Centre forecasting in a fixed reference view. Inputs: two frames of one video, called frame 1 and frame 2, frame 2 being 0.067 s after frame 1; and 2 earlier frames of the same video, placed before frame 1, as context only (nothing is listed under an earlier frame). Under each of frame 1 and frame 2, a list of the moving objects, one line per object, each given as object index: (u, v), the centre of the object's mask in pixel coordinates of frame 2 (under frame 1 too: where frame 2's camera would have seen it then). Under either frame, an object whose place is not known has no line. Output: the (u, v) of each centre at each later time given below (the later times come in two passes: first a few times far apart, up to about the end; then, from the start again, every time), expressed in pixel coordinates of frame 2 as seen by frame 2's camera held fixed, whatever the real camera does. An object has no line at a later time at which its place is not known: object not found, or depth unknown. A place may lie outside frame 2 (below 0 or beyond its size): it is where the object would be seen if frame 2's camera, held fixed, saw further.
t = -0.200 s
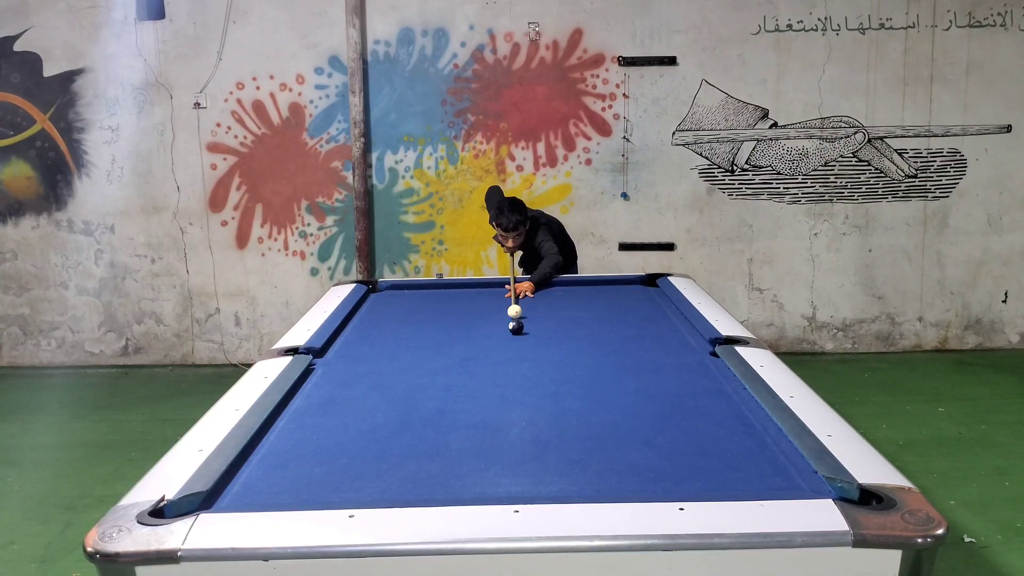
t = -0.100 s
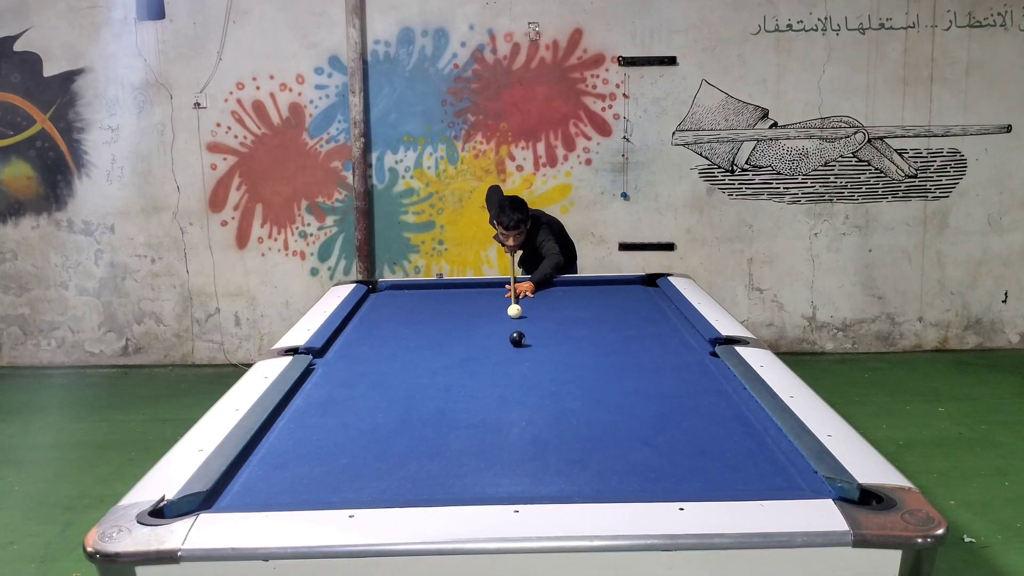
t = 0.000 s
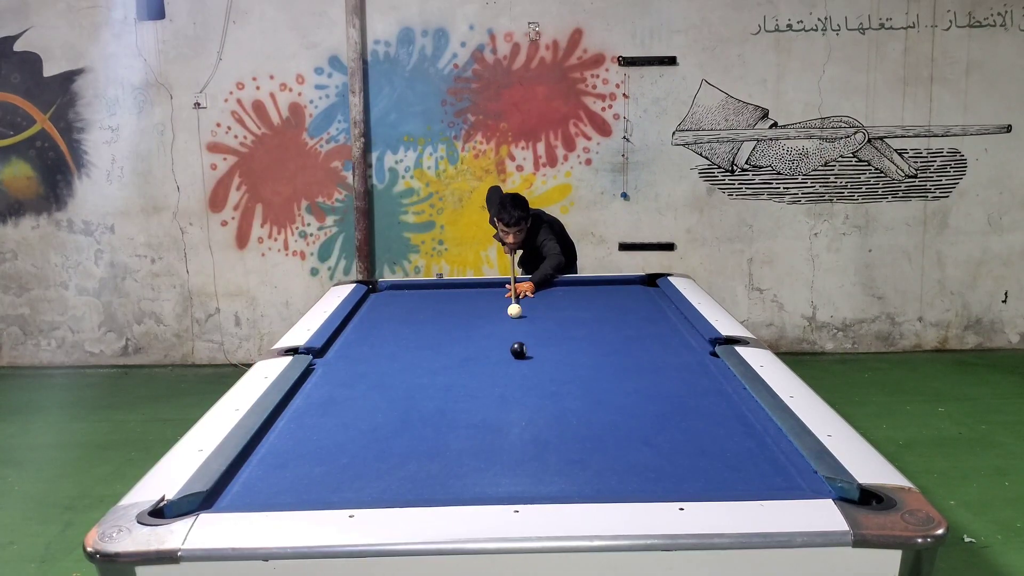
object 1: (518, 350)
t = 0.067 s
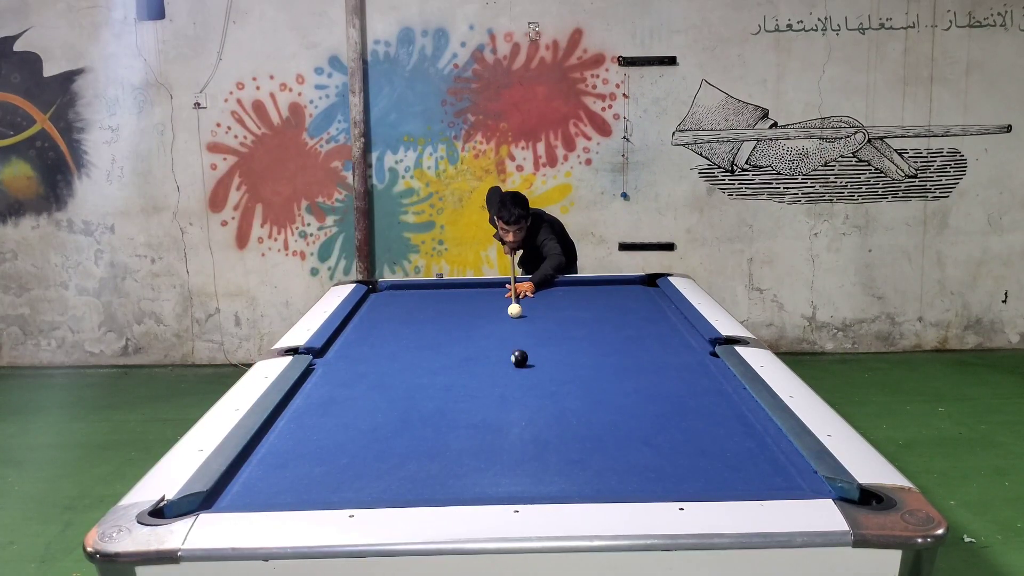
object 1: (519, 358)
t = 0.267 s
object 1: (522, 385)
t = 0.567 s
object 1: (527, 439)
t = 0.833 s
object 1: (531, 487)
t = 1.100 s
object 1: (531, 454)
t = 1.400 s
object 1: (530, 423)
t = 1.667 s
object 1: (529, 400)
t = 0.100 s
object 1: (520, 362)
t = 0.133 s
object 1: (520, 366)
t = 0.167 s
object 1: (520, 371)
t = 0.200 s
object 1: (521, 375)
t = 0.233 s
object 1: (521, 380)
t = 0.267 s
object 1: (522, 385)
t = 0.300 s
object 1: (522, 390)
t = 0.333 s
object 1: (523, 396)
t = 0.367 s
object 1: (523, 401)
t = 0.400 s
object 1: (524, 407)
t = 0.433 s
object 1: (524, 413)
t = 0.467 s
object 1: (525, 419)
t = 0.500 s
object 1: (525, 425)
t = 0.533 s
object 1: (527, 432)
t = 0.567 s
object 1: (527, 439)
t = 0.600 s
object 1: (527, 446)
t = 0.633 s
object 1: (528, 454)
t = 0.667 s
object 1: (529, 462)
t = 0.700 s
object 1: (530, 470)
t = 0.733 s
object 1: (530, 478)
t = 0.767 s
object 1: (531, 485)
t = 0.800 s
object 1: (531, 489)
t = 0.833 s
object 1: (531, 487)
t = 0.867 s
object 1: (532, 484)
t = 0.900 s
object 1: (531, 480)
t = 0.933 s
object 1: (532, 475)
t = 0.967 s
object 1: (531, 471)
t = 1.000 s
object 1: (531, 466)
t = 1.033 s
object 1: (531, 462)
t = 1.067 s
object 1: (531, 458)
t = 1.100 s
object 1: (531, 454)
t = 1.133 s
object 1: (531, 450)
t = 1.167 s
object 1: (531, 446)
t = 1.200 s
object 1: (531, 443)
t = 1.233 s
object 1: (531, 439)
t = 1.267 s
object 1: (531, 436)
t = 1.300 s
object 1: (531, 433)
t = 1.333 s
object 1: (530, 429)
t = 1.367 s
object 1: (530, 425)
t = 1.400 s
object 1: (530, 423)
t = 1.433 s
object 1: (530, 420)
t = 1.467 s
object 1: (530, 416)
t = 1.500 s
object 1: (530, 413)
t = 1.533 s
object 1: (530, 410)
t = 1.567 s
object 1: (529, 408)
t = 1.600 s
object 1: (529, 405)
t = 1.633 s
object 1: (529, 403)
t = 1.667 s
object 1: (529, 400)
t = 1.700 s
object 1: (528, 397)
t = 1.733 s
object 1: (528, 395)
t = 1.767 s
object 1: (528, 392)
